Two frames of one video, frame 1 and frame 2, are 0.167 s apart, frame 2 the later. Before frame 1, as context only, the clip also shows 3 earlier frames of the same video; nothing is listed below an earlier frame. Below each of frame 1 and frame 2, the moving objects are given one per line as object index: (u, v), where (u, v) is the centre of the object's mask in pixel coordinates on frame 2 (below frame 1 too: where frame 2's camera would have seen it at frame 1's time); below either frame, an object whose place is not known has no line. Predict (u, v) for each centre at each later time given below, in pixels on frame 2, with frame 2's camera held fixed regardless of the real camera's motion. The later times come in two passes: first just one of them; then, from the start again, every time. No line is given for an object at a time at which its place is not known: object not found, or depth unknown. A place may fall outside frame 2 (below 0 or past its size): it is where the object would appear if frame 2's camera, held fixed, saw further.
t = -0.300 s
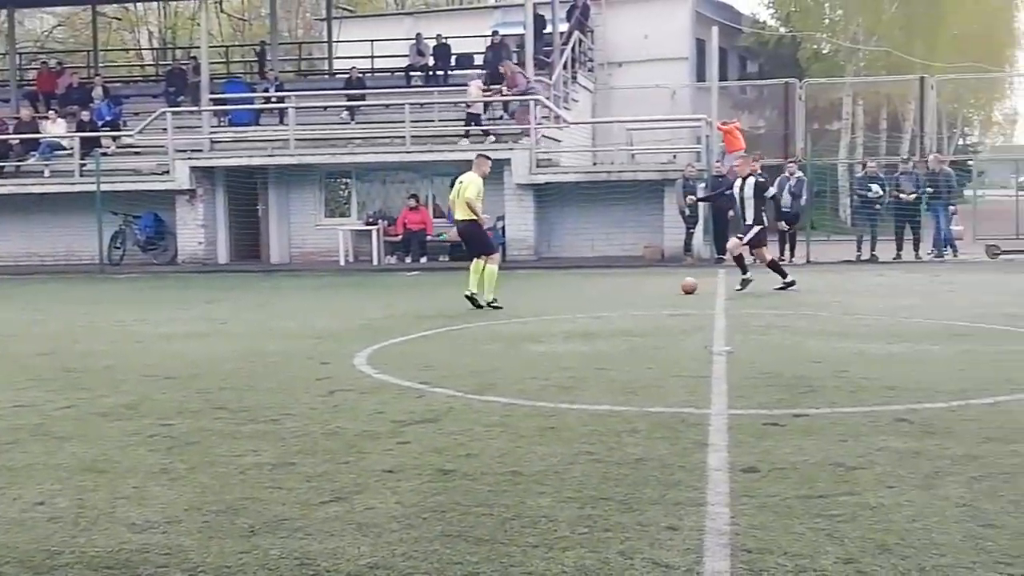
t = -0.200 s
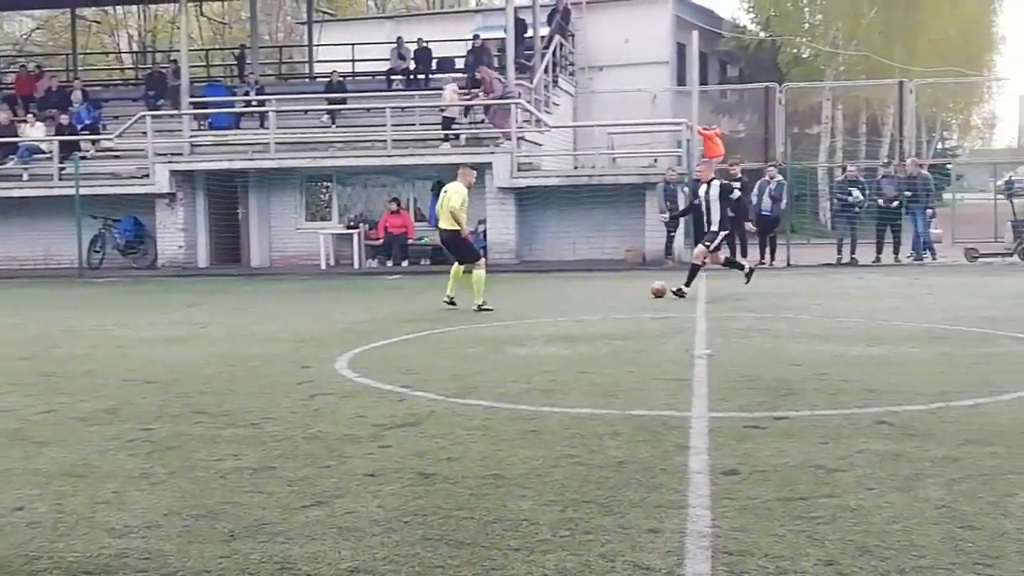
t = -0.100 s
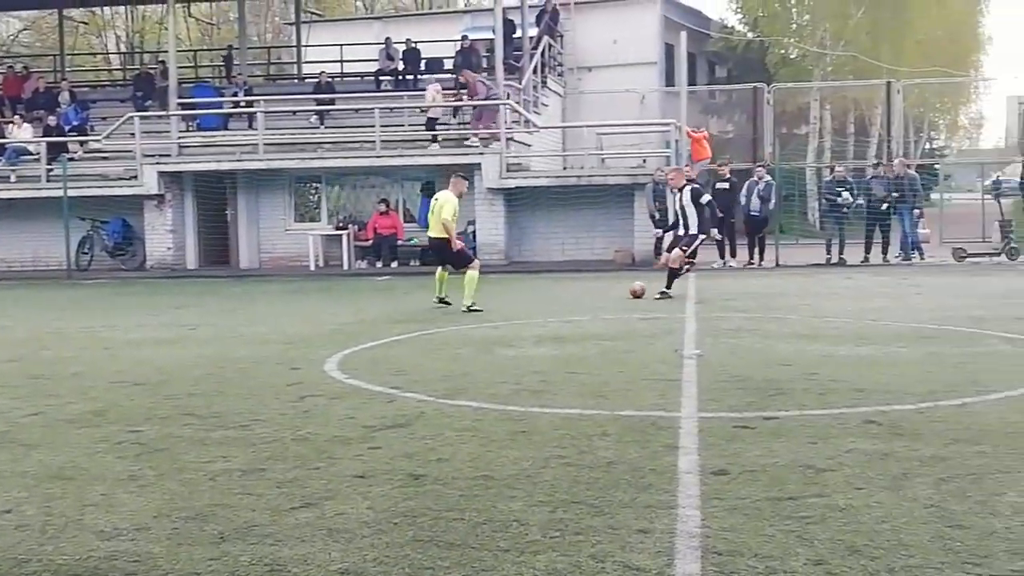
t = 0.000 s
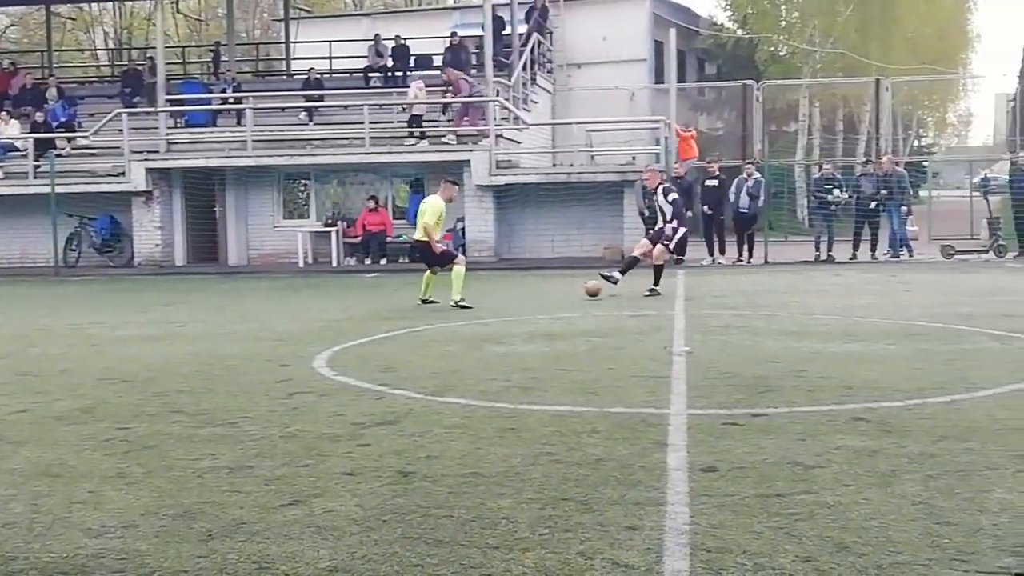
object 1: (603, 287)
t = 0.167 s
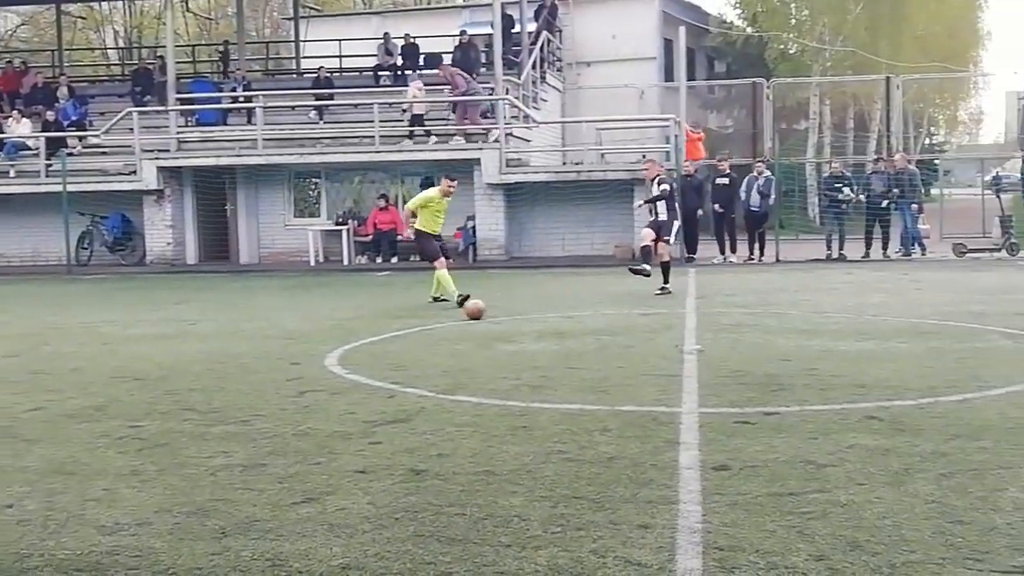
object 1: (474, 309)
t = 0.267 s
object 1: (387, 323)
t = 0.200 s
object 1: (447, 313)
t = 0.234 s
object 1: (418, 317)
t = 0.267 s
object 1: (387, 323)
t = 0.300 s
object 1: (355, 332)
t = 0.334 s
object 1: (323, 335)
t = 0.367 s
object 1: (290, 338)
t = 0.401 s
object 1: (254, 344)
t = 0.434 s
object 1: (216, 351)
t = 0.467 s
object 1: (177, 362)
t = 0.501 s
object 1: (136, 370)
